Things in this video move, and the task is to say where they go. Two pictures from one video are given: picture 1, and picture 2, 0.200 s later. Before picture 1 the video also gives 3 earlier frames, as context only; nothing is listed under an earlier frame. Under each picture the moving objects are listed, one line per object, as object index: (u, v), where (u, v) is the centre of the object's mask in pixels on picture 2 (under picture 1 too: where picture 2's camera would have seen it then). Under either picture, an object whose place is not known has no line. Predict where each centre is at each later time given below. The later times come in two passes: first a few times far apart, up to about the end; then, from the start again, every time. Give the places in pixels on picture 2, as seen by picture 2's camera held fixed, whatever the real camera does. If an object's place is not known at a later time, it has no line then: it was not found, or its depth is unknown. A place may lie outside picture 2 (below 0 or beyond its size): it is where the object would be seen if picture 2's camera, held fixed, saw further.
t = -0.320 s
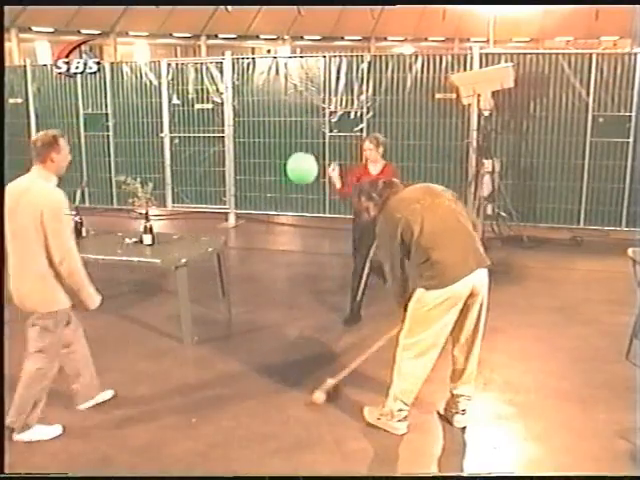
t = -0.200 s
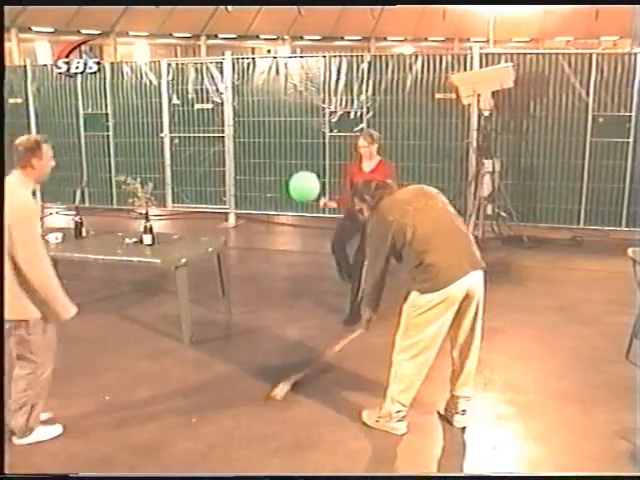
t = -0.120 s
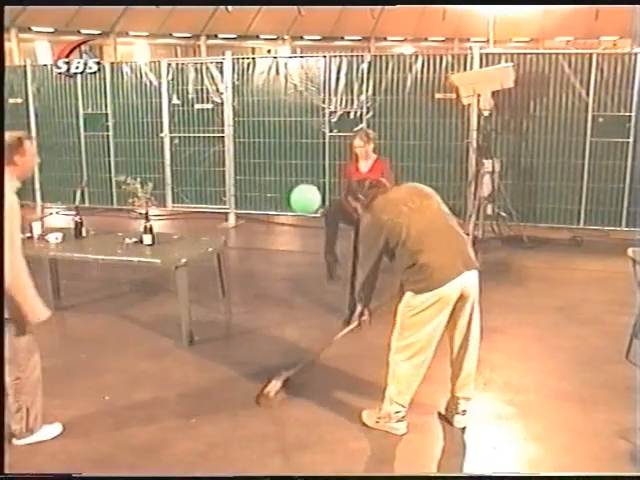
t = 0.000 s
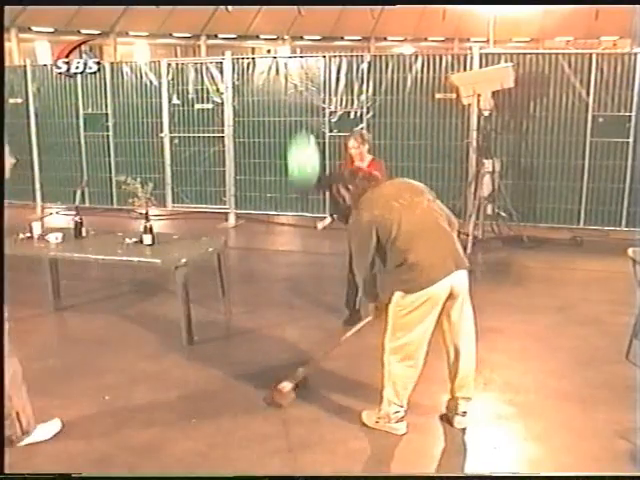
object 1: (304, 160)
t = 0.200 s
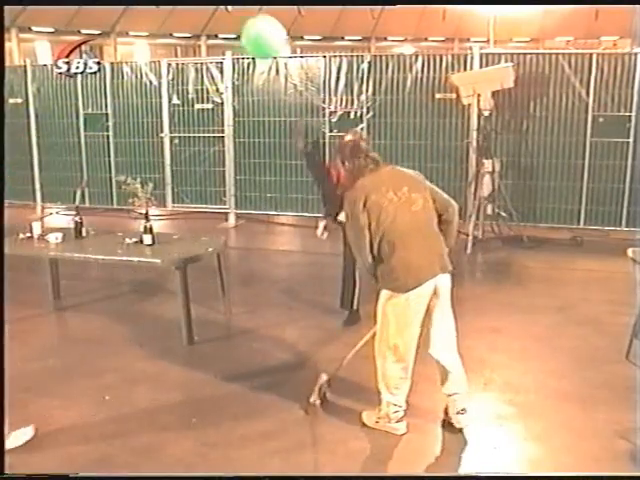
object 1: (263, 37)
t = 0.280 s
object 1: (247, 32)
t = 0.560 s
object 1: (215, 47)
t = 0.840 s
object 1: (200, 72)
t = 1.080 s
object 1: (190, 105)
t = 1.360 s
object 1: (182, 162)
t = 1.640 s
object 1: (175, 228)
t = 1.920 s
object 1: (168, 293)
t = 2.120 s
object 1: (161, 331)
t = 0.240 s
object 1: (255, 32)
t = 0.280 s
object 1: (247, 32)
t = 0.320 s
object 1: (241, 32)
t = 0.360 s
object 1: (235, 34)
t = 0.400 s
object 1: (231, 37)
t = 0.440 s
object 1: (226, 39)
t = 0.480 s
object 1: (222, 41)
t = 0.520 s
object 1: (219, 44)
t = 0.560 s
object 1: (215, 47)
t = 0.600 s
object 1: (213, 50)
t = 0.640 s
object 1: (211, 53)
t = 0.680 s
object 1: (209, 56)
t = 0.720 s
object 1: (207, 60)
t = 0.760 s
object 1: (205, 63)
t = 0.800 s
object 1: (203, 68)
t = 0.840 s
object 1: (200, 72)
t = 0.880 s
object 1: (198, 78)
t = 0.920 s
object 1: (196, 83)
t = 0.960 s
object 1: (195, 87)
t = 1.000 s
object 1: (193, 93)
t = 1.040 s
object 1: (192, 99)
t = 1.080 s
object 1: (190, 105)
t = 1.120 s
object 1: (190, 112)
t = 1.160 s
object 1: (188, 120)
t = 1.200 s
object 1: (187, 127)
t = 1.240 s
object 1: (186, 135)
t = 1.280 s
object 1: (185, 144)
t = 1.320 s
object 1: (183, 153)
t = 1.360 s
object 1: (182, 162)
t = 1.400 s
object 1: (181, 171)
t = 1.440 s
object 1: (180, 180)
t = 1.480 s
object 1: (179, 190)
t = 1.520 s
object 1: (177, 199)
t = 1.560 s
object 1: (177, 209)
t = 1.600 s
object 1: (176, 219)
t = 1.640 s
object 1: (175, 228)
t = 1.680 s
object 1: (174, 239)
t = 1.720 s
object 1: (173, 248)
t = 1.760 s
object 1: (172, 257)
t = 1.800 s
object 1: (171, 266)
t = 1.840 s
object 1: (170, 275)
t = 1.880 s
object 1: (169, 284)
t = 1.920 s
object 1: (168, 293)
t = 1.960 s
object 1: (167, 301)
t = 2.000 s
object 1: (166, 309)
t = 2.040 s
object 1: (164, 317)
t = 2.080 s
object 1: (163, 324)
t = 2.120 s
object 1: (161, 331)
